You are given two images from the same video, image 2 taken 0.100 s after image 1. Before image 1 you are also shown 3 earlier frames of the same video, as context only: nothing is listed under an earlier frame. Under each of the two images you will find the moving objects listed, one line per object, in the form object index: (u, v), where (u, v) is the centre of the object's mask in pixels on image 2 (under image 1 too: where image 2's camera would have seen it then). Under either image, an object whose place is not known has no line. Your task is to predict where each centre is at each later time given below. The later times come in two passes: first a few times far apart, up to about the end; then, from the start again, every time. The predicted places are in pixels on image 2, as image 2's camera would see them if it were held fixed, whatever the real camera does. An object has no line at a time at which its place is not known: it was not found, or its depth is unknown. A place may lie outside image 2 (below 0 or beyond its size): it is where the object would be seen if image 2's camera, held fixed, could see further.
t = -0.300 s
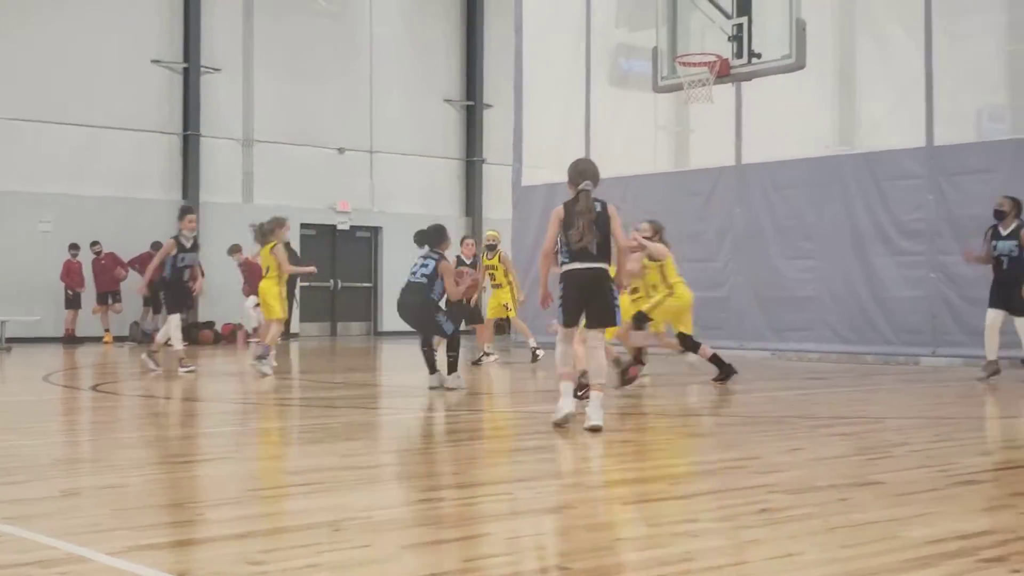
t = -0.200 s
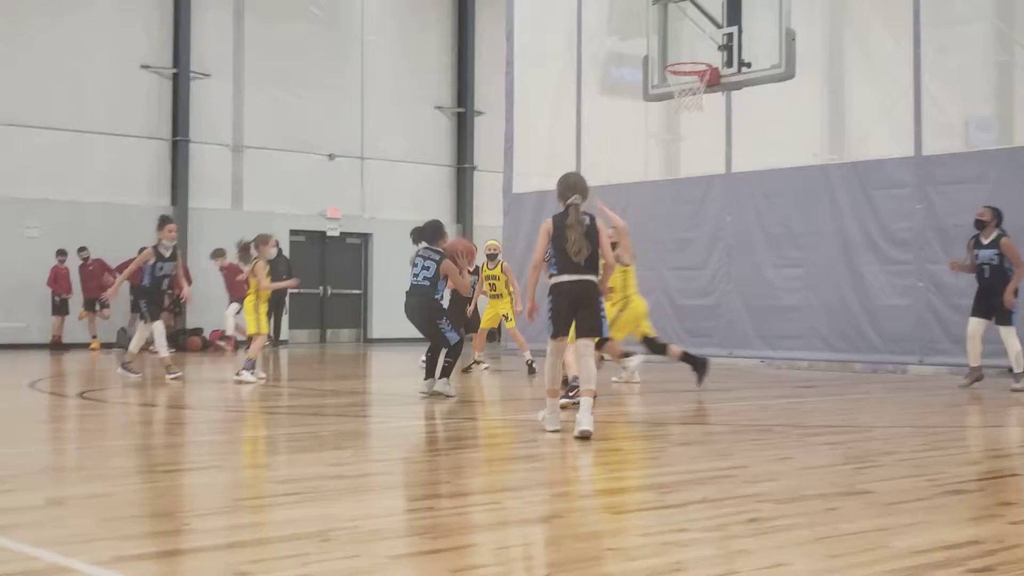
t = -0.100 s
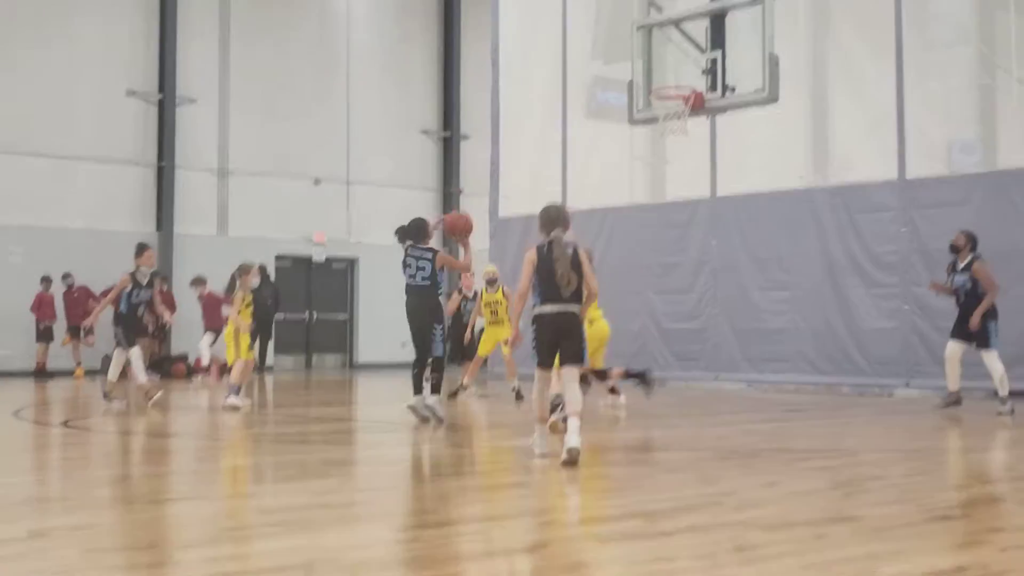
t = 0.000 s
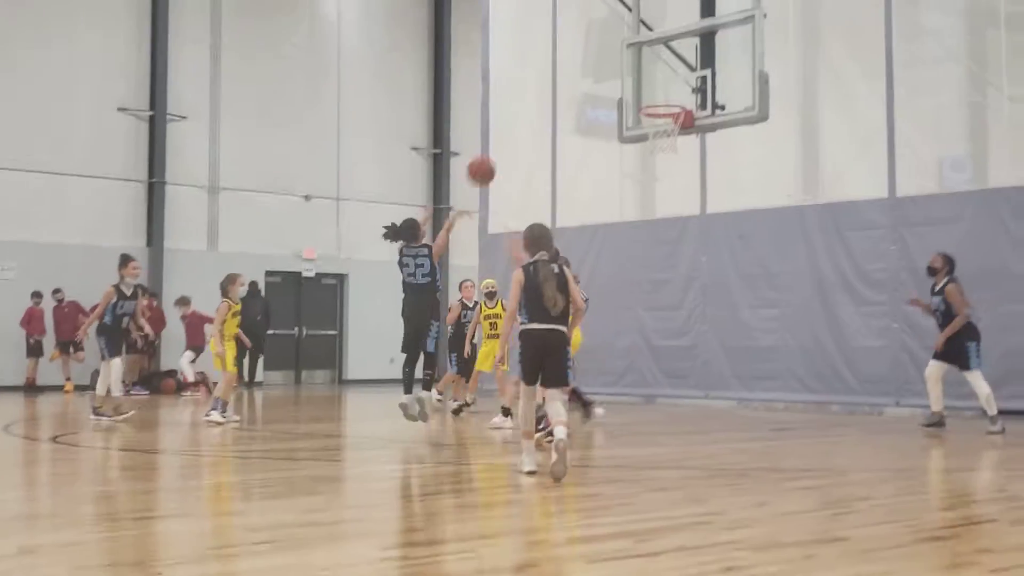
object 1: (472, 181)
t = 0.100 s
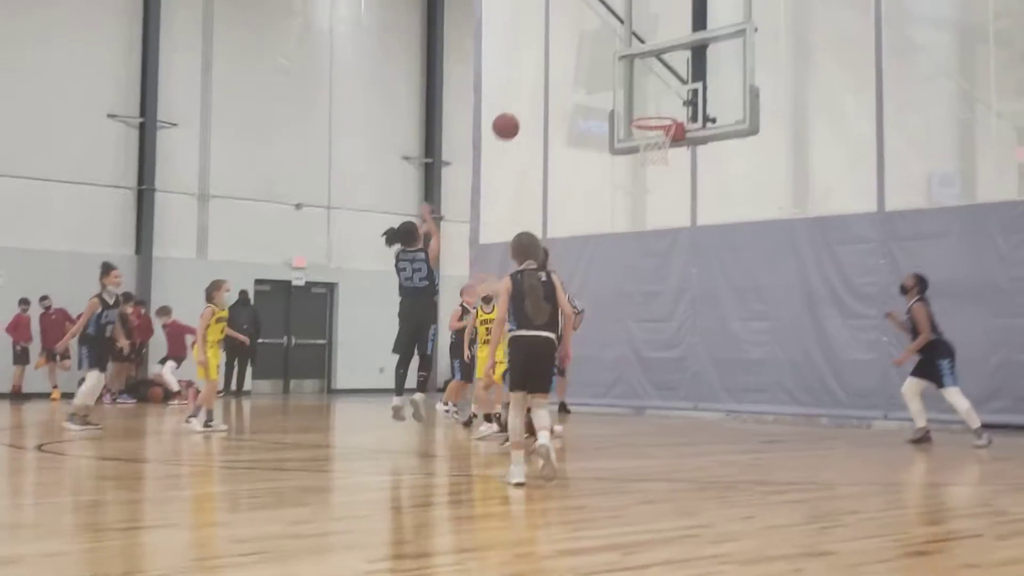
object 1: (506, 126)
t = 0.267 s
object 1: (555, 69)
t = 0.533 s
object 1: (620, 46)
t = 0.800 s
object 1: (635, 82)
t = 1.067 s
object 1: (551, 154)
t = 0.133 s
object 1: (516, 111)
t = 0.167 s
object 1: (527, 99)
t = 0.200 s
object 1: (537, 87)
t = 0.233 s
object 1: (546, 77)
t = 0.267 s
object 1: (555, 69)
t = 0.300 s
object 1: (564, 61)
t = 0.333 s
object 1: (573, 55)
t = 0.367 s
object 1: (581, 51)
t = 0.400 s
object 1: (590, 48)
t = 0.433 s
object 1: (597, 46)
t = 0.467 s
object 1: (605, 44)
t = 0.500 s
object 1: (613, 45)
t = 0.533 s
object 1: (620, 46)
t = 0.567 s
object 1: (627, 49)
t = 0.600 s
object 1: (634, 52)
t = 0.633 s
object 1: (641, 57)
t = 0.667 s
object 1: (648, 63)
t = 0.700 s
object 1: (654, 70)
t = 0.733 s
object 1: (656, 75)
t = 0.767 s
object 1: (646, 78)
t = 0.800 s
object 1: (635, 82)
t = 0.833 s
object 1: (625, 87)
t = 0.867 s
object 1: (615, 93)
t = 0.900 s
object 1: (604, 100)
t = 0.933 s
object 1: (594, 108)
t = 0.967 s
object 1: (584, 118)
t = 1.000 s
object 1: (573, 129)
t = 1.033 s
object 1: (562, 140)
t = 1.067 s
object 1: (551, 154)
